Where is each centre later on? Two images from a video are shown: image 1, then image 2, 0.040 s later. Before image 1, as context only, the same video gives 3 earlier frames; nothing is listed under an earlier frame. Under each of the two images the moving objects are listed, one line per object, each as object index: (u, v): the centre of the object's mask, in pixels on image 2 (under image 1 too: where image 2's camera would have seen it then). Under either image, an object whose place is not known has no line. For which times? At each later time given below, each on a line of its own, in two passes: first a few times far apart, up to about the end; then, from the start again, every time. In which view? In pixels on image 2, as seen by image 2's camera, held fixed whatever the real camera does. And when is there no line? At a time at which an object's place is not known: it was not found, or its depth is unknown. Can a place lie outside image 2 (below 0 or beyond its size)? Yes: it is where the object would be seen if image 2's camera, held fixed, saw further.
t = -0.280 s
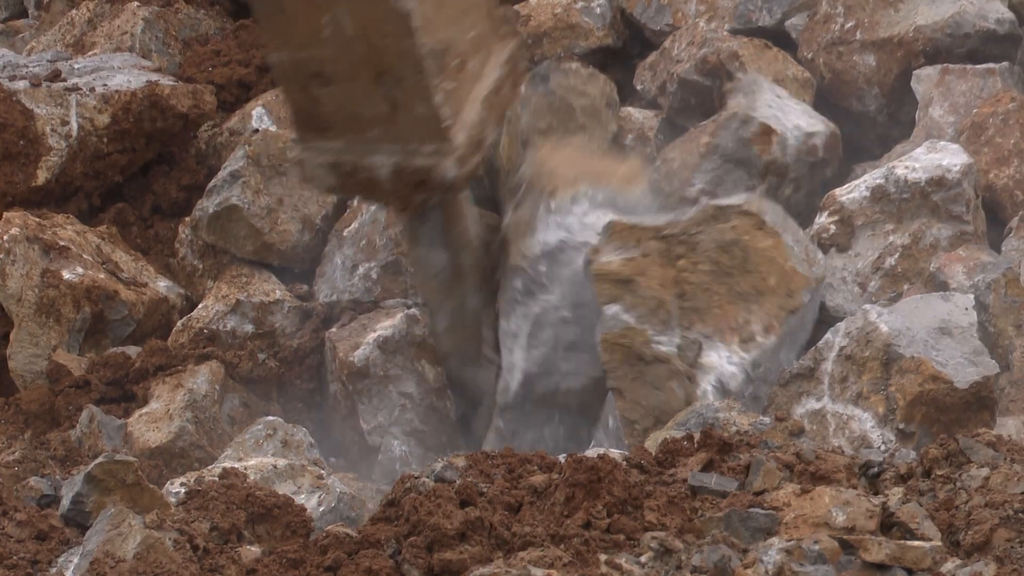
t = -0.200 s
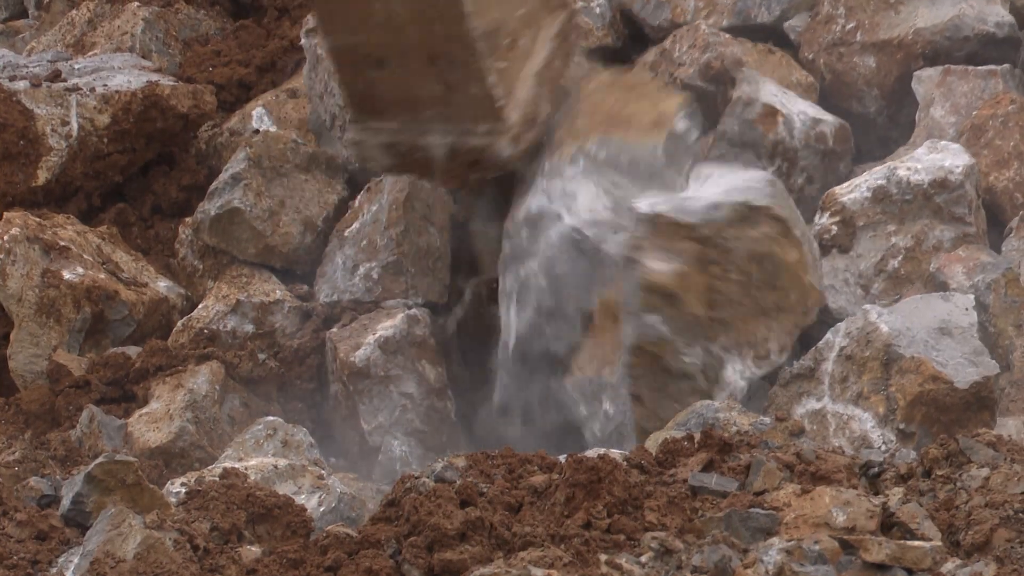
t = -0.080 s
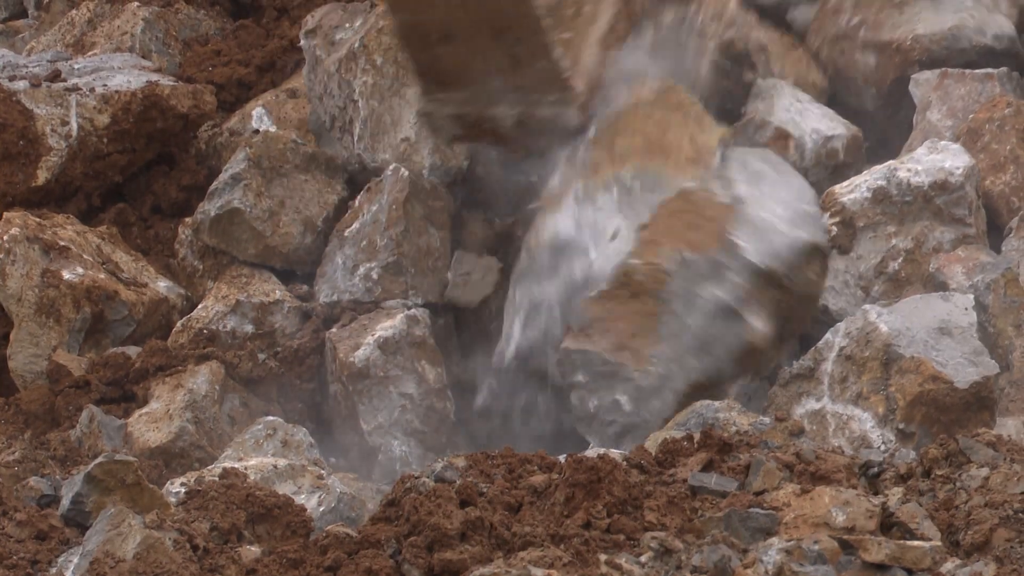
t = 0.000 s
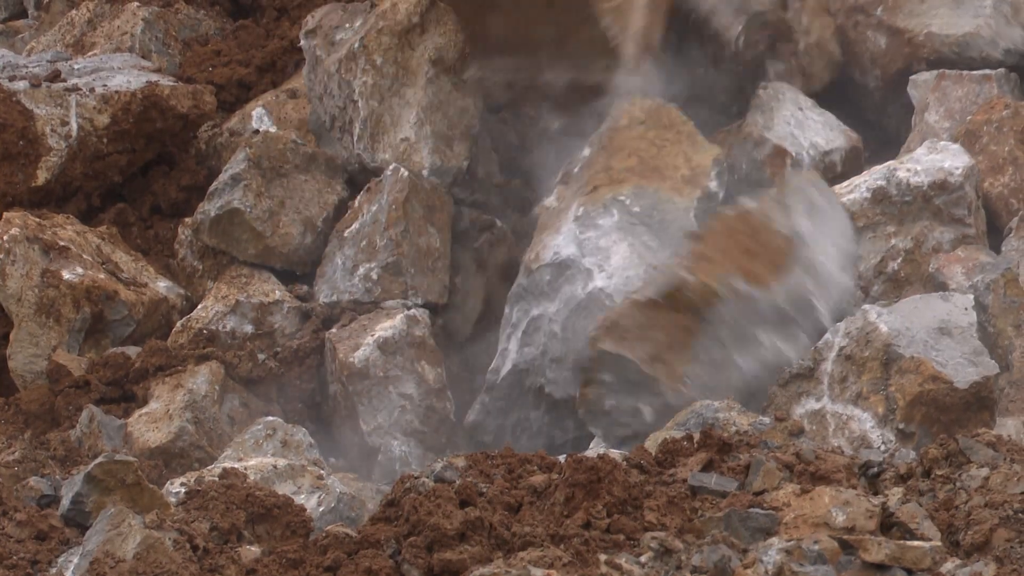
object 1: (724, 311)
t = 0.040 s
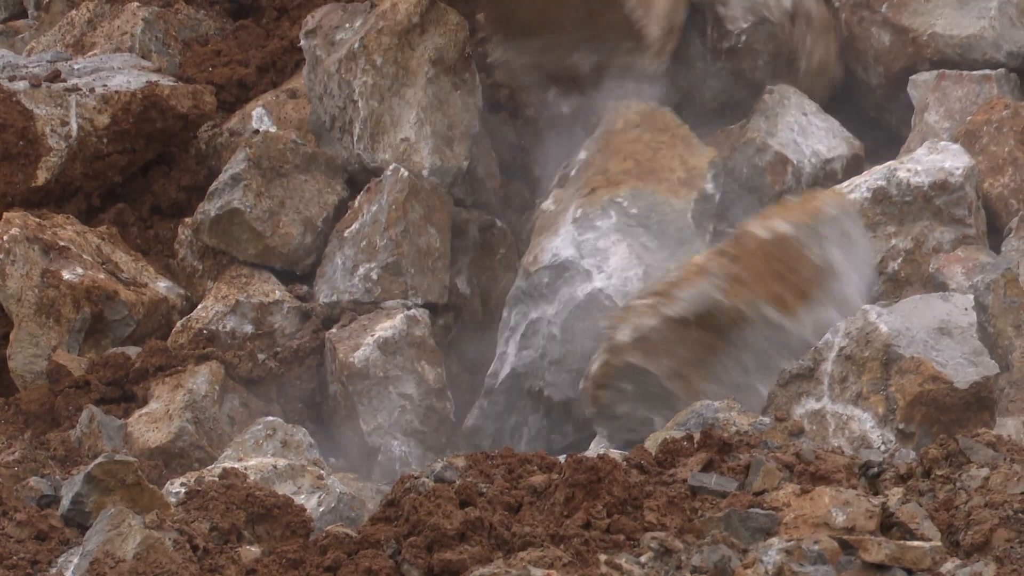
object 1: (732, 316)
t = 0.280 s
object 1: (740, 320)
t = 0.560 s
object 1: (723, 337)
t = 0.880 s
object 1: (722, 339)
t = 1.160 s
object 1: (722, 336)
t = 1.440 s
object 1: (727, 336)
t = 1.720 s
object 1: (724, 346)
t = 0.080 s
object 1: (741, 319)
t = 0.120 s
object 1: (742, 319)
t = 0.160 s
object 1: (742, 318)
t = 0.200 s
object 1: (742, 318)
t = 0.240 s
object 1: (741, 318)
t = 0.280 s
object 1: (740, 320)
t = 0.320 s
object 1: (737, 323)
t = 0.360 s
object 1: (732, 329)
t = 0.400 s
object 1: (727, 334)
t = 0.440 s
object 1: (724, 337)
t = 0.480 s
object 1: (724, 336)
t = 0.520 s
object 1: (723, 337)
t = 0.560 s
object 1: (723, 337)
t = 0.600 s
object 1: (723, 338)
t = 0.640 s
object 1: (723, 338)
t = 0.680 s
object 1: (723, 338)
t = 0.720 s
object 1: (723, 338)
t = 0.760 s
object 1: (723, 338)
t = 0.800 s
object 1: (722, 339)
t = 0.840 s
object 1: (722, 339)
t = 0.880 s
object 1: (722, 339)
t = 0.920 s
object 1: (722, 339)
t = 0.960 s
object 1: (723, 339)
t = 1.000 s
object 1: (722, 338)
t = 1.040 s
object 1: (722, 338)
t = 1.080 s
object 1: (722, 338)
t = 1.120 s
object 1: (722, 337)
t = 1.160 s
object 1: (722, 336)
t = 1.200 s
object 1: (723, 336)
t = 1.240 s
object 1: (723, 335)
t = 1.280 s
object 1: (723, 335)
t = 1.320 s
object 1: (724, 334)
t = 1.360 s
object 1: (725, 335)
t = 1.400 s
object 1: (726, 337)
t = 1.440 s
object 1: (727, 336)
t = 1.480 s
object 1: (726, 337)
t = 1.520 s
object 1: (726, 338)
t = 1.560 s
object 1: (727, 339)
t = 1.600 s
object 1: (726, 341)
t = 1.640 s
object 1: (725, 343)
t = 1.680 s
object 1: (724, 344)
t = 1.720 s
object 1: (724, 346)
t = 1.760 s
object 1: (724, 348)
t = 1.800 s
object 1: (722, 351)
